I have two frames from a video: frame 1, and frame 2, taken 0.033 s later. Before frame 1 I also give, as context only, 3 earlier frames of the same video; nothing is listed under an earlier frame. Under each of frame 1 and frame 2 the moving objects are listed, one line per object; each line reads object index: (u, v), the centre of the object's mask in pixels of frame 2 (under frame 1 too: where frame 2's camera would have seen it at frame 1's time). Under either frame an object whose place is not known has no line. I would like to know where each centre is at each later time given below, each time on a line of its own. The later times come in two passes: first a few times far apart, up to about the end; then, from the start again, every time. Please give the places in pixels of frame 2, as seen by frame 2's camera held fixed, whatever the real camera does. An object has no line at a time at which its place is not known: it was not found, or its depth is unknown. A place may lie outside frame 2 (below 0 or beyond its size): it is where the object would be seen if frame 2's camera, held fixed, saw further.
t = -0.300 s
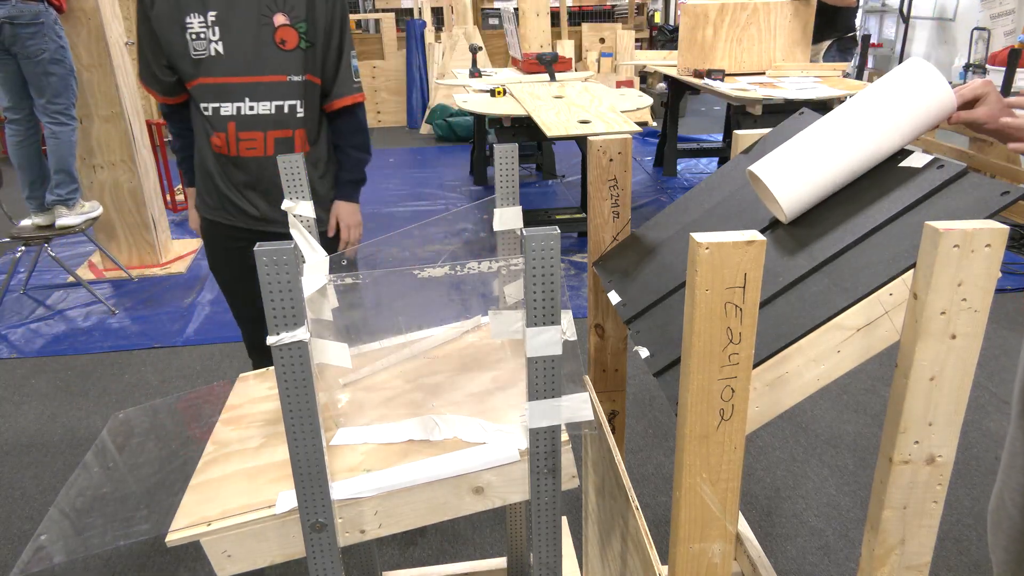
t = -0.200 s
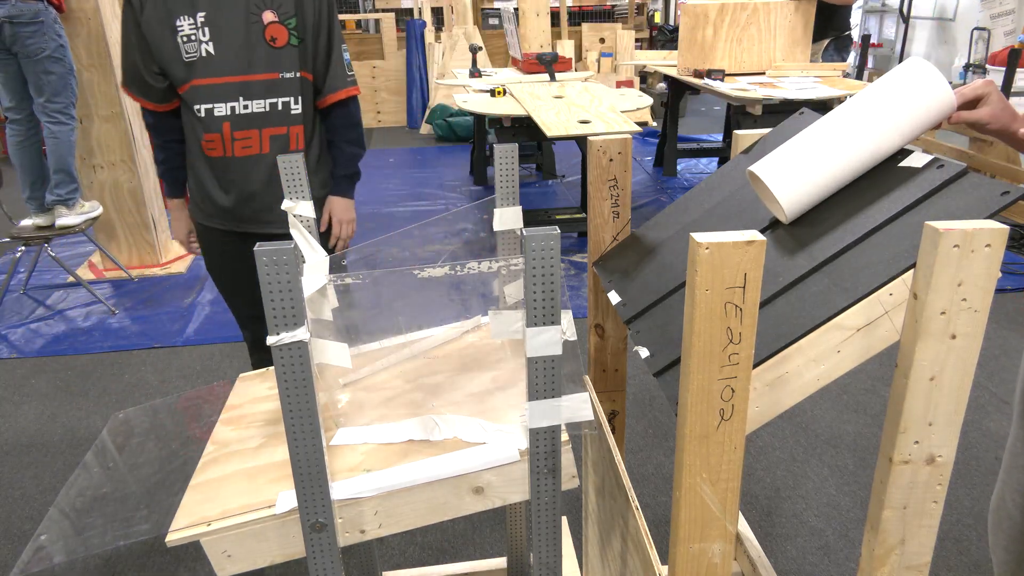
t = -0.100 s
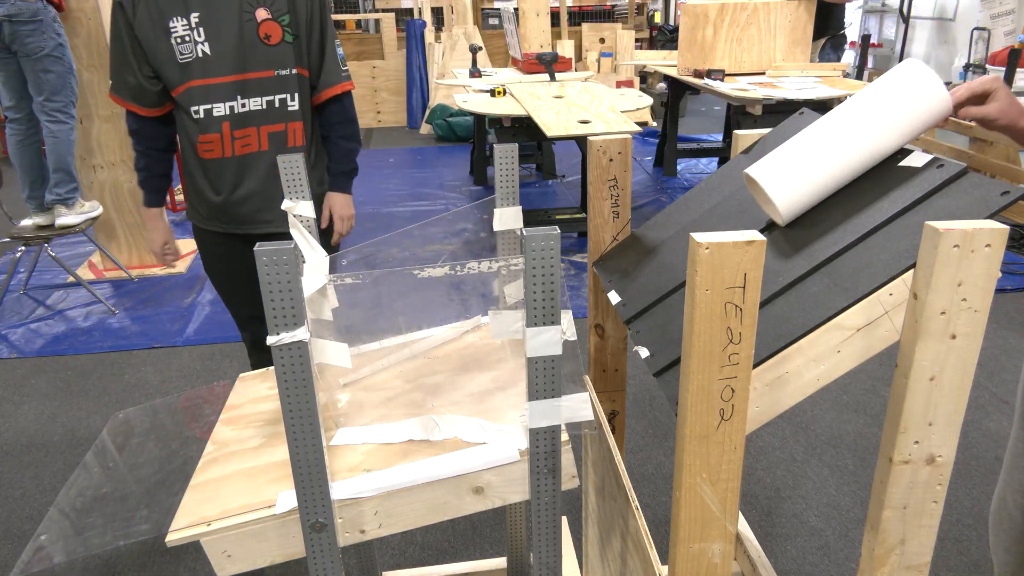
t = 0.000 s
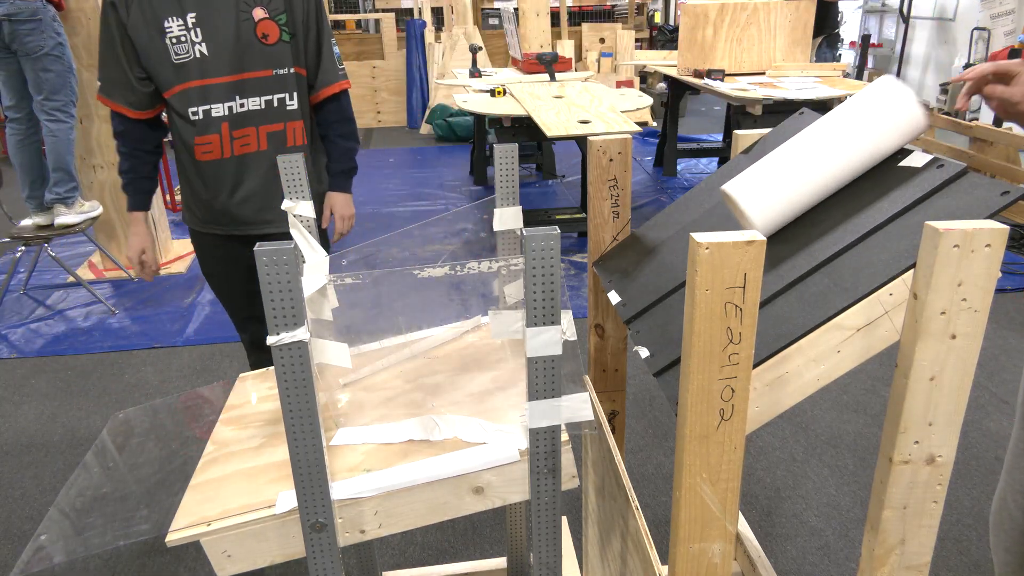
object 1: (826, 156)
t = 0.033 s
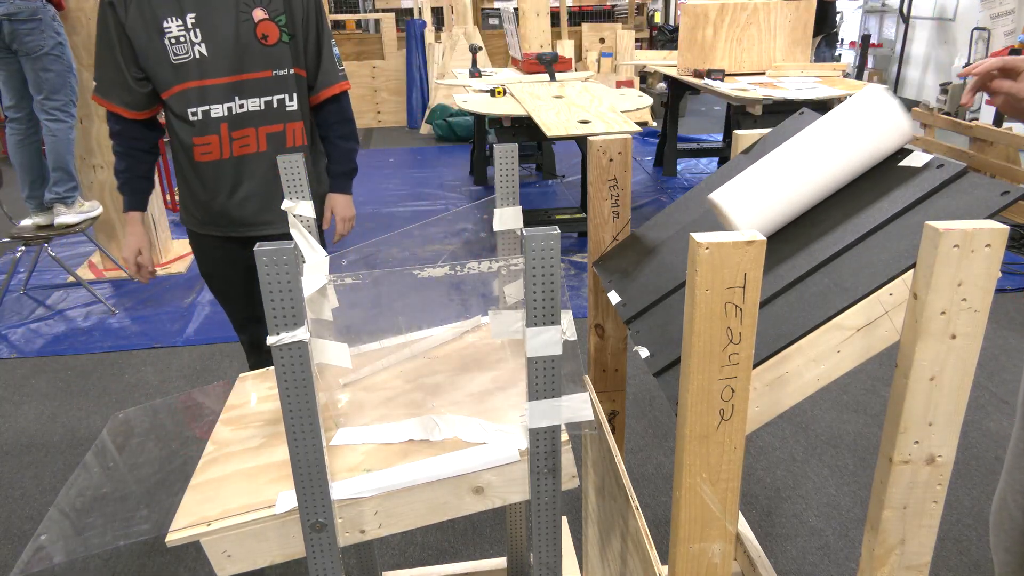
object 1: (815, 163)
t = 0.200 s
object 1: (708, 232)
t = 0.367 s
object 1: (563, 335)
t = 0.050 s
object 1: (809, 166)
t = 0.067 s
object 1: (802, 171)
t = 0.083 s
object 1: (795, 174)
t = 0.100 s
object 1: (788, 179)
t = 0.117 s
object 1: (779, 184)
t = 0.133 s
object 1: (767, 191)
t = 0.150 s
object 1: (754, 200)
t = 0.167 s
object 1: (739, 210)
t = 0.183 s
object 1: (724, 220)
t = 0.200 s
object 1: (708, 232)
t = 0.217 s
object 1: (689, 242)
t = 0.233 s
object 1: (674, 255)
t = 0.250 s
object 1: (656, 267)
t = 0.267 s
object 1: (642, 278)
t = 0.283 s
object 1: (630, 288)
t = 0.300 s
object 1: (625, 294)
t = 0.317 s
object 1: (622, 298)
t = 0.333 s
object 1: (615, 303)
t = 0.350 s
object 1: (580, 322)
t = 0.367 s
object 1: (563, 335)
